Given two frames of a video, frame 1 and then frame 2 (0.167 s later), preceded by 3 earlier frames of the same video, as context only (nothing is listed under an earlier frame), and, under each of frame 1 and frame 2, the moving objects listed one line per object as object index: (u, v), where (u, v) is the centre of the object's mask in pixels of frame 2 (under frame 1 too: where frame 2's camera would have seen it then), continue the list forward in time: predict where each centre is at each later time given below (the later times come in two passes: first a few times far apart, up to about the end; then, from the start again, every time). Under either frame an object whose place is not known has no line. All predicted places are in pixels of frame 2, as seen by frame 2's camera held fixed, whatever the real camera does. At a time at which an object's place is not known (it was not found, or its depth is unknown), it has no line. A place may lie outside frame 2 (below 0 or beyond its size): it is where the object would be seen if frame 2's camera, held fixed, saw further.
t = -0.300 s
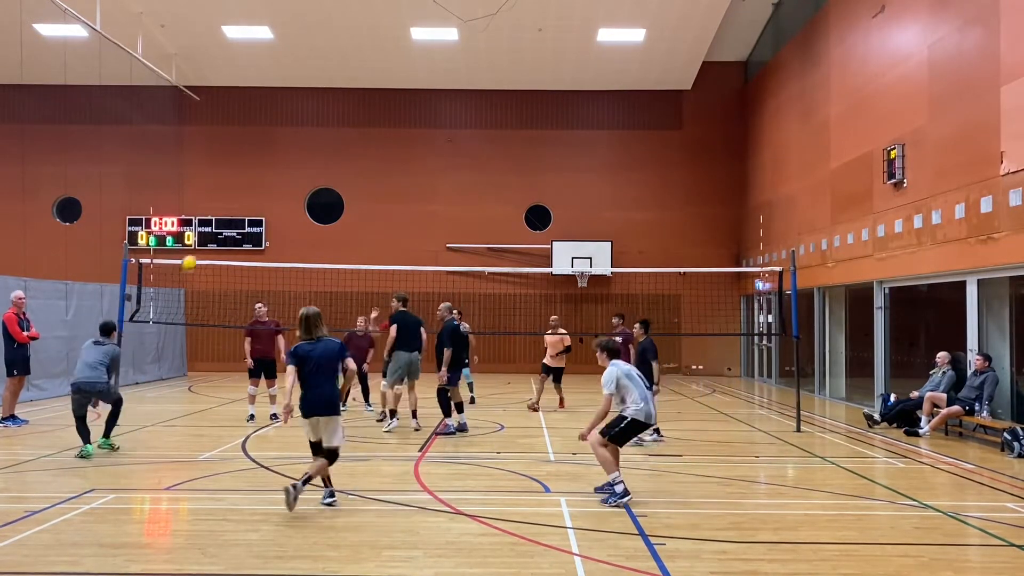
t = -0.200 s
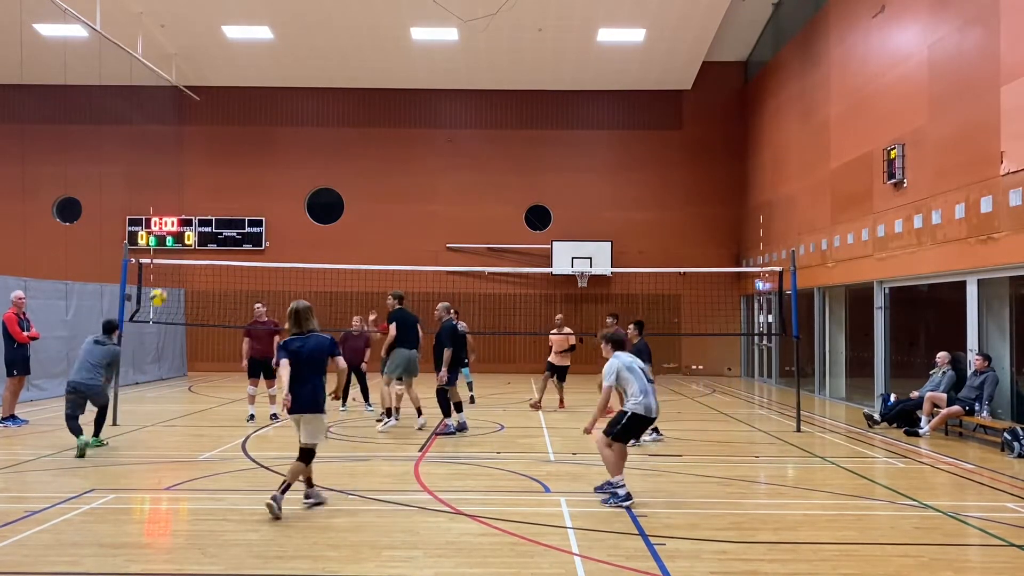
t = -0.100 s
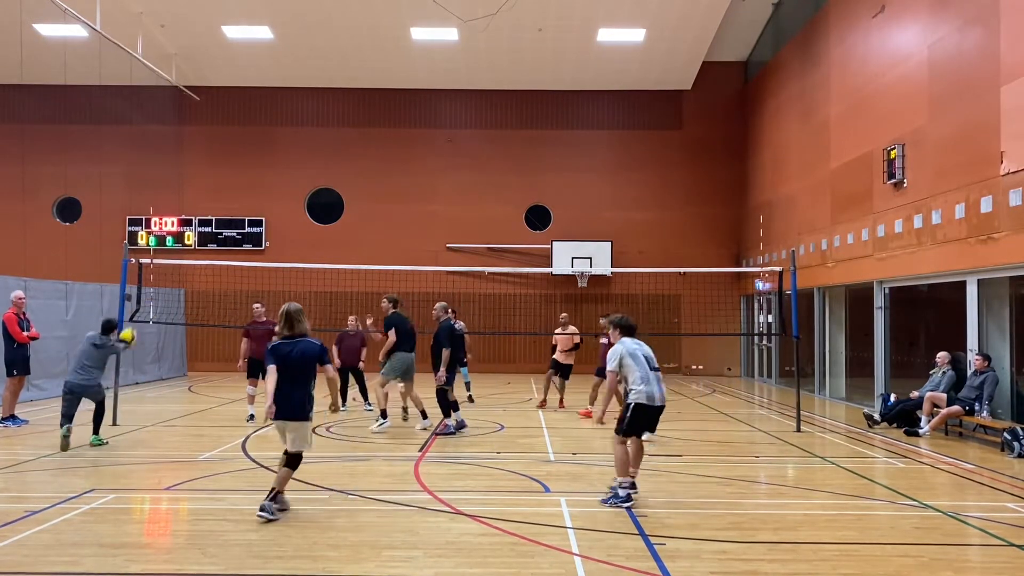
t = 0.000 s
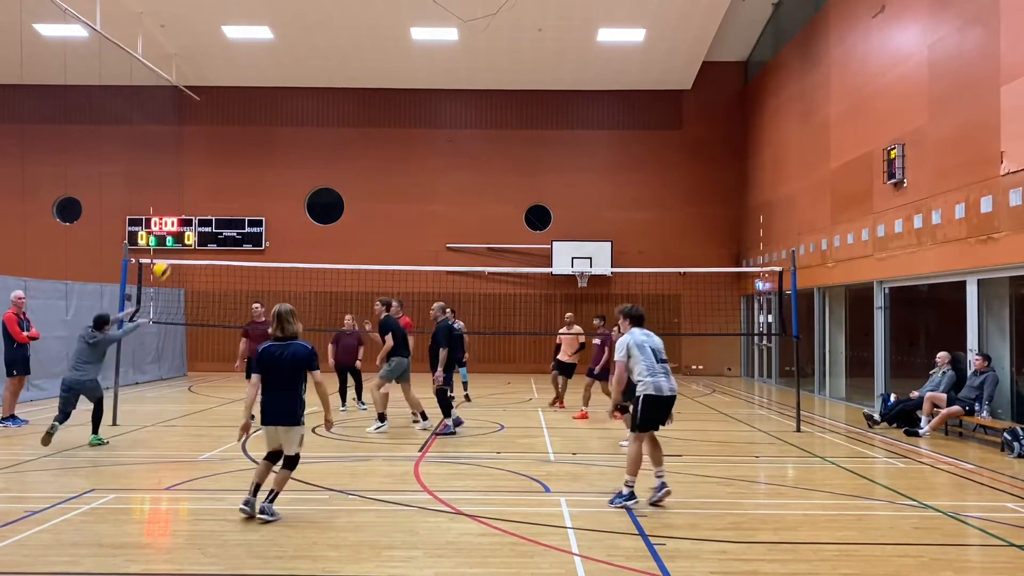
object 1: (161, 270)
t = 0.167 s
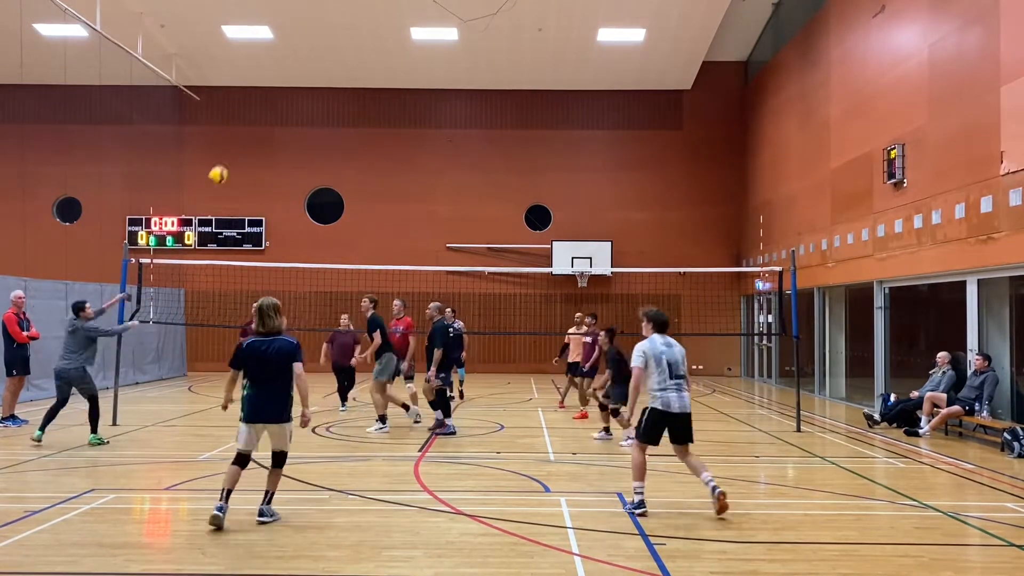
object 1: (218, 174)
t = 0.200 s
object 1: (229, 159)
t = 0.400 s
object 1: (293, 78)
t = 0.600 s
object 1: (358, 28)
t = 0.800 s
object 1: (422, 8)
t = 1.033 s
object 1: (496, 27)
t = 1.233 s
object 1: (560, 79)
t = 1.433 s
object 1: (621, 167)
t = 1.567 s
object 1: (660, 245)
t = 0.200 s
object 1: (229, 159)
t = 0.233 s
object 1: (240, 143)
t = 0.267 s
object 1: (251, 128)
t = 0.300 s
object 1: (261, 115)
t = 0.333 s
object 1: (272, 102)
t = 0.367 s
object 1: (283, 90)
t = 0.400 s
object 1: (293, 78)
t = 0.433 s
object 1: (304, 68)
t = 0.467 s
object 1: (315, 58)
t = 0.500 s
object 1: (325, 49)
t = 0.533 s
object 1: (336, 41)
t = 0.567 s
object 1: (348, 33)
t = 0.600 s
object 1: (358, 28)
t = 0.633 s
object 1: (368, 22)
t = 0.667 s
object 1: (378, 18)
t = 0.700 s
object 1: (389, 14)
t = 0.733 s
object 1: (401, 10)
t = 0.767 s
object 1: (411, 9)
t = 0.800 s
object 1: (422, 8)
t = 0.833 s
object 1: (433, 8)
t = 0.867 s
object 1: (443, 9)
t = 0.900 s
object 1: (454, 10)
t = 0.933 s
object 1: (464, 13)
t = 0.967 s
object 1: (475, 16)
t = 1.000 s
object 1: (487, 20)
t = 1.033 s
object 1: (496, 27)
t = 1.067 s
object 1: (508, 32)
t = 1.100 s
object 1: (518, 40)
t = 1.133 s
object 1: (528, 48)
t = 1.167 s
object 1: (539, 57)
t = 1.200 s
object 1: (549, 67)
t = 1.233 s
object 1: (560, 79)
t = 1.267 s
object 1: (570, 92)
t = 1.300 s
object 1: (580, 105)
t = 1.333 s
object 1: (590, 119)
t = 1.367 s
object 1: (601, 134)
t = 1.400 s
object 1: (611, 150)
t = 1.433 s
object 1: (621, 167)
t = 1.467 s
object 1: (630, 184)
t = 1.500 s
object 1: (640, 203)
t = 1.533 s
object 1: (650, 224)
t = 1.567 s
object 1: (660, 245)
